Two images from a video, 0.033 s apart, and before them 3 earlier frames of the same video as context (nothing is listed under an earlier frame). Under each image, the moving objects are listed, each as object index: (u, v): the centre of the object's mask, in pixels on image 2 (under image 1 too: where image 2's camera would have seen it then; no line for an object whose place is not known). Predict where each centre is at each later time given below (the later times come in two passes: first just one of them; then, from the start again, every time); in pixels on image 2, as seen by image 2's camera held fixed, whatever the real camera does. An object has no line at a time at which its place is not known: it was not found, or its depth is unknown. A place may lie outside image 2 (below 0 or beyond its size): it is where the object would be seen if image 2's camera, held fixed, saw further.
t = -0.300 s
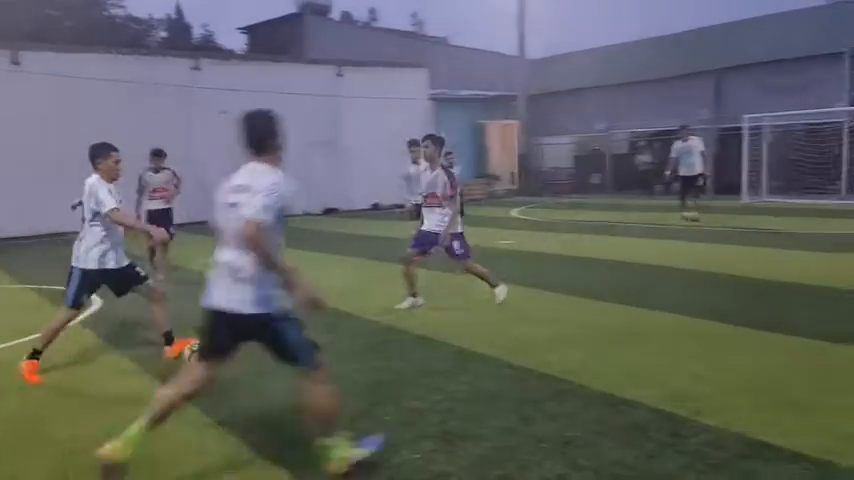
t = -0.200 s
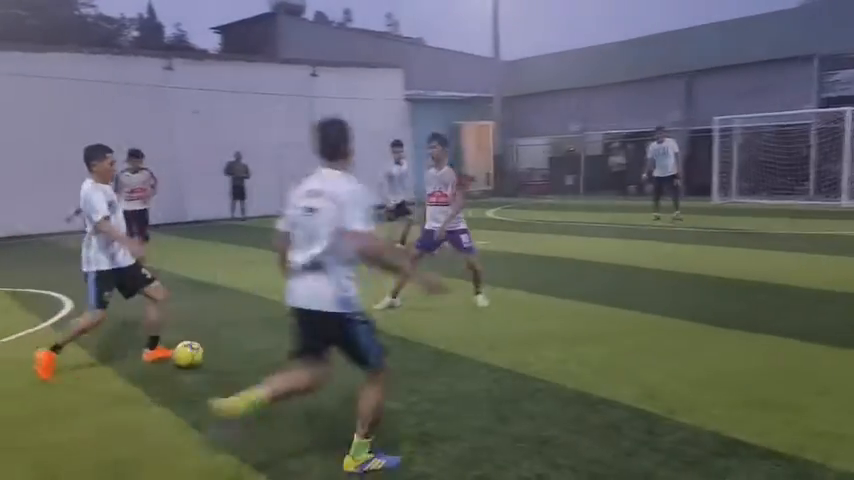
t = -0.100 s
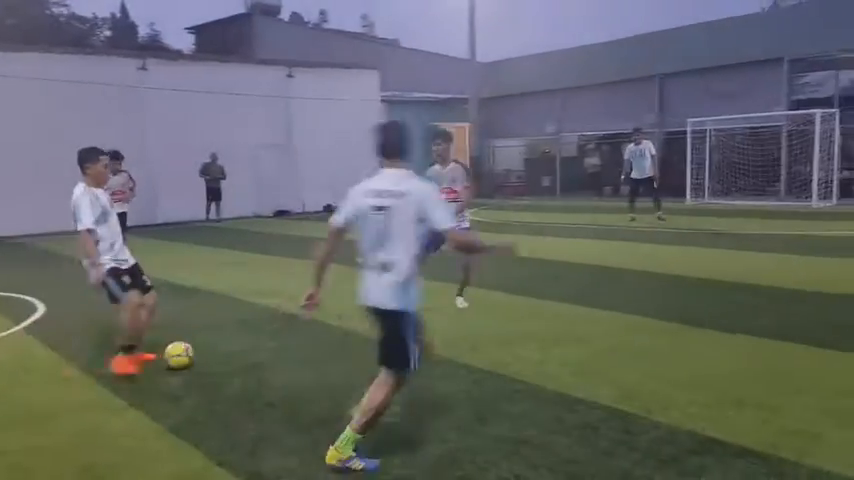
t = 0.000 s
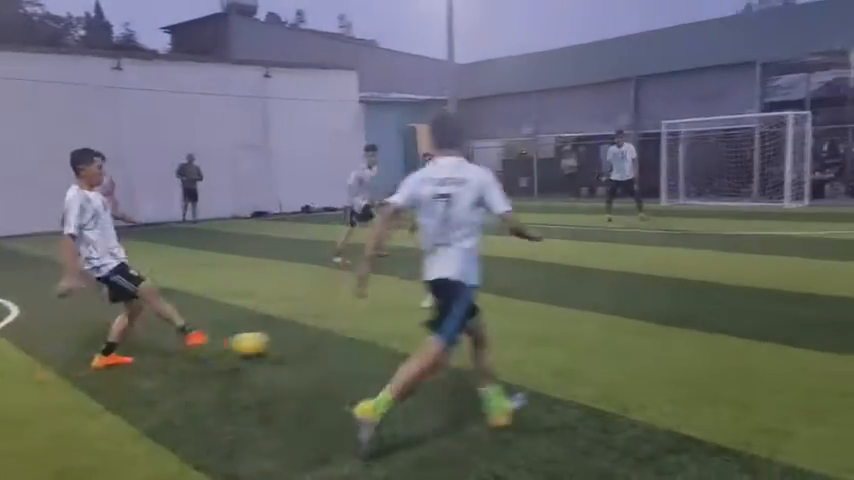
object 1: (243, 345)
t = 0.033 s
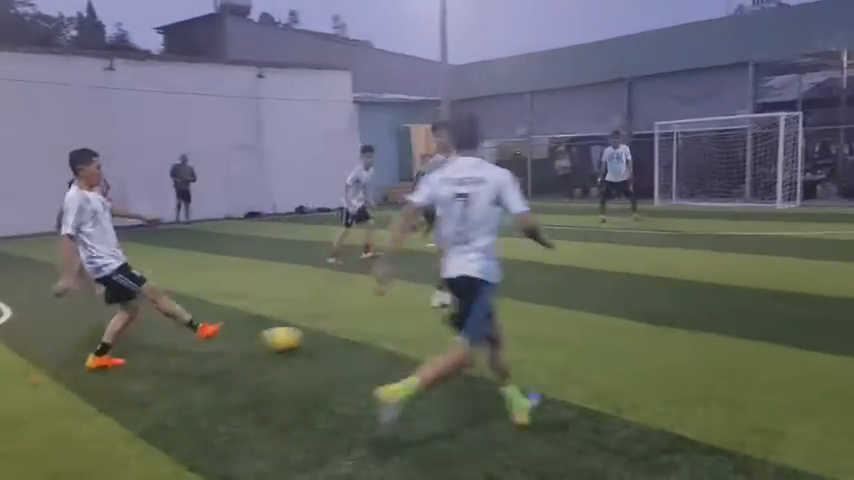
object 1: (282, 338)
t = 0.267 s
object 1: (495, 312)
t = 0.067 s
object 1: (318, 333)
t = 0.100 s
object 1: (352, 330)
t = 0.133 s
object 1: (387, 326)
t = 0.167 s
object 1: (416, 322)
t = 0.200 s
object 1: (442, 318)
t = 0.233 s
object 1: (470, 315)
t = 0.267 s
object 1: (495, 312)
